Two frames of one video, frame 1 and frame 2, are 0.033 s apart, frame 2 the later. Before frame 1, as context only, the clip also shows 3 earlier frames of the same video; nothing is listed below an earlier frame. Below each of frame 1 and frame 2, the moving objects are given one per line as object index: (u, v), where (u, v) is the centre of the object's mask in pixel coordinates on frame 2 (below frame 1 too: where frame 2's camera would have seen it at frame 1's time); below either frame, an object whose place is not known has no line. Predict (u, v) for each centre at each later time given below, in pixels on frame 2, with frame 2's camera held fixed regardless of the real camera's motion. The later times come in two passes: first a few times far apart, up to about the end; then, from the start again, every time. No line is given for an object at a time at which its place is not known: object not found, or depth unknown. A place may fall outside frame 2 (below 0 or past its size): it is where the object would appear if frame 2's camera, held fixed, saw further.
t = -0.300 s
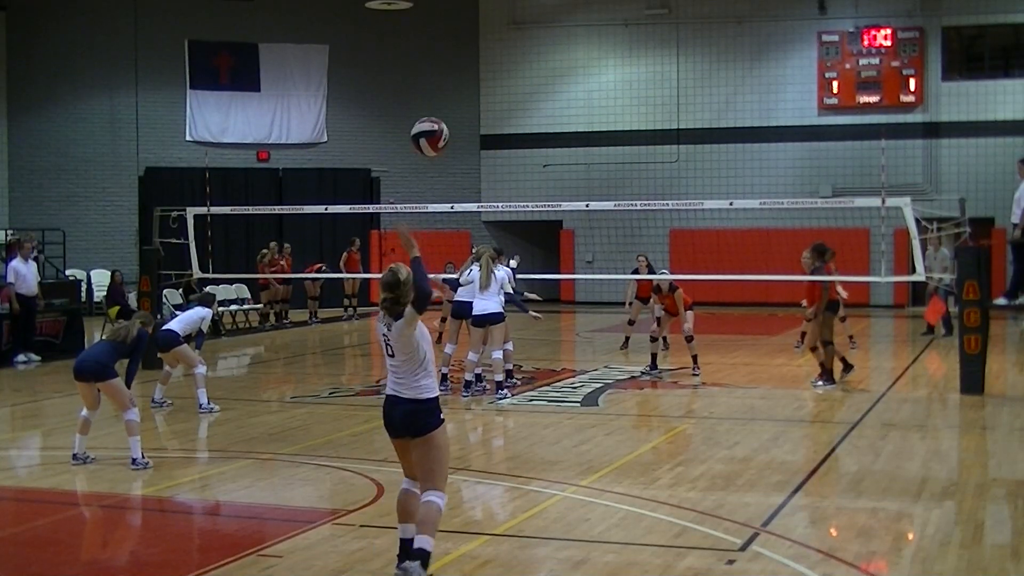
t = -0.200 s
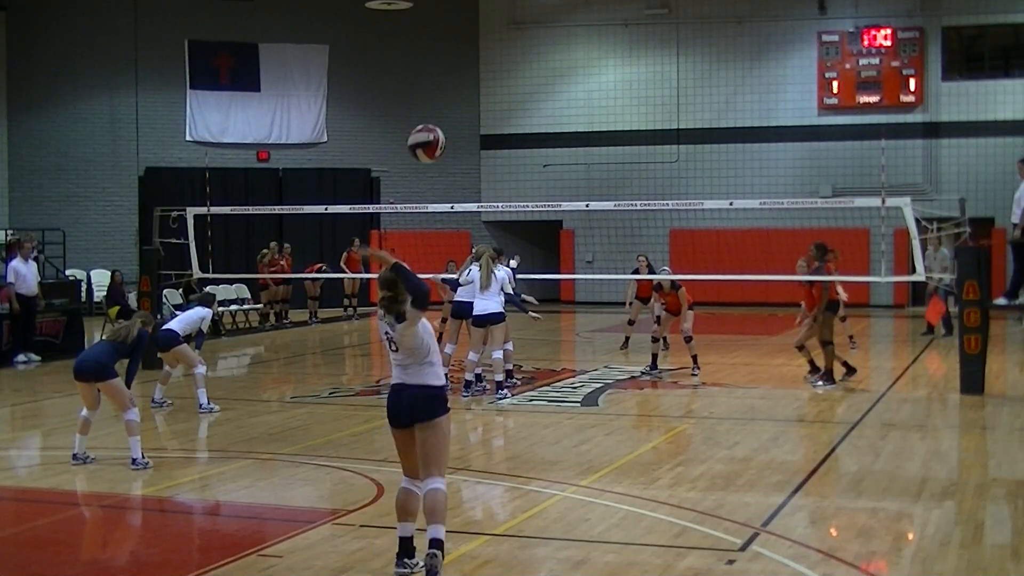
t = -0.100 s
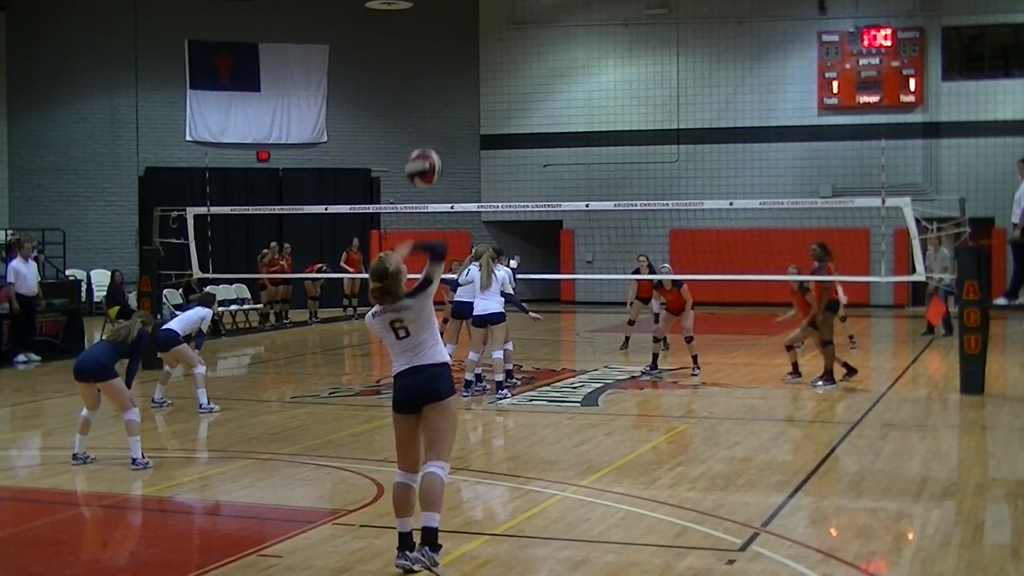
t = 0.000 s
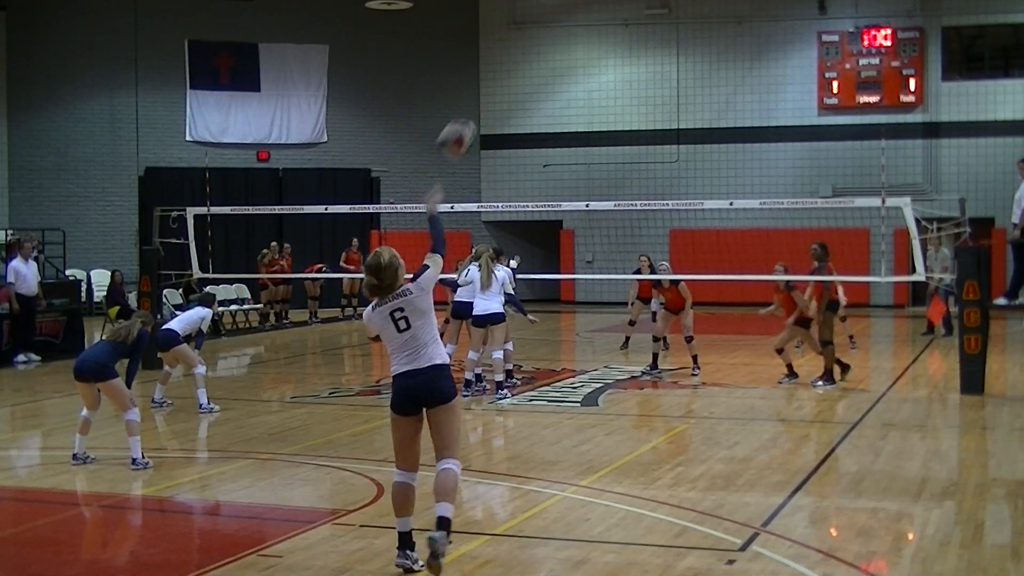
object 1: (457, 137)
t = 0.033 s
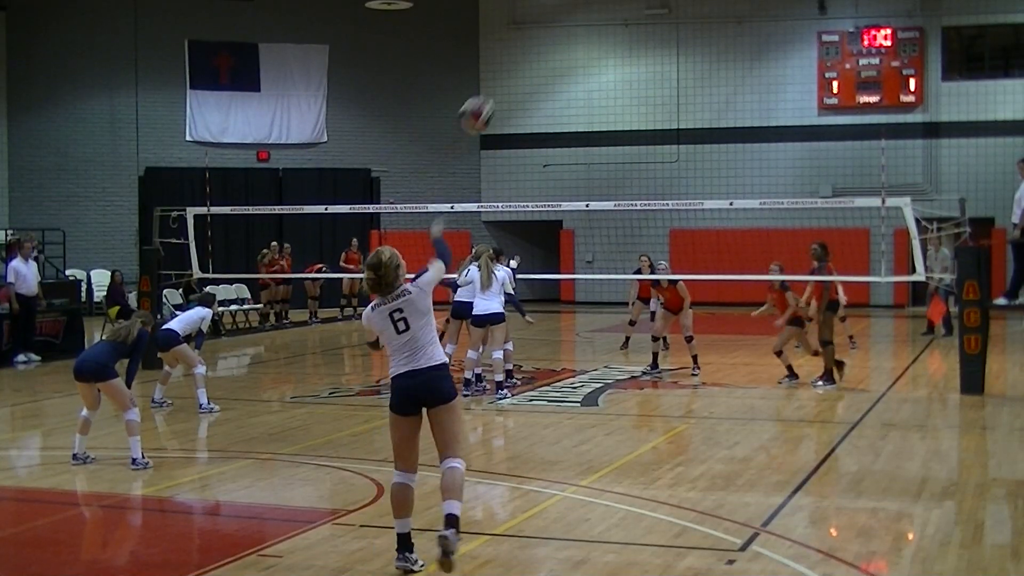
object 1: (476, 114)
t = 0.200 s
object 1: (553, 38)
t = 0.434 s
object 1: (621, 9)
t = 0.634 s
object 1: (662, 23)
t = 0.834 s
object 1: (689, 60)
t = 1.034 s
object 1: (709, 115)
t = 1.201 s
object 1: (722, 169)
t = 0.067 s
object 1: (495, 92)
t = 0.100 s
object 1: (511, 75)
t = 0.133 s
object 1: (527, 59)
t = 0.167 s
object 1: (540, 49)
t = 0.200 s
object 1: (553, 38)
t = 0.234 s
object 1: (566, 30)
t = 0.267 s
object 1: (577, 23)
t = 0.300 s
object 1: (587, 18)
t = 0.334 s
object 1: (597, 15)
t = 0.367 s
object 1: (605, 12)
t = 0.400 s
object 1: (614, 11)
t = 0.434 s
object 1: (621, 9)
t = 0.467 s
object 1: (628, 9)
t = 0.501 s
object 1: (635, 10)
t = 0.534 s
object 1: (643, 13)
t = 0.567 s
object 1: (649, 15)
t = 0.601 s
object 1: (656, 18)
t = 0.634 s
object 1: (662, 23)
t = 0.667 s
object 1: (667, 28)
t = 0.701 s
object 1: (672, 33)
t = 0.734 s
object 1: (677, 40)
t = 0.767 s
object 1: (681, 46)
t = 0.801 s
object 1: (685, 53)
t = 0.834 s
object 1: (689, 60)
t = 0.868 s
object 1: (692, 68)
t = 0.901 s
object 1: (696, 77)
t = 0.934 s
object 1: (699, 85)
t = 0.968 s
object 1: (703, 95)
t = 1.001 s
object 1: (706, 104)
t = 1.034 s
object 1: (709, 115)
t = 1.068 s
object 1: (712, 125)
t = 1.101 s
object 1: (715, 136)
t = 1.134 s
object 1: (718, 145)
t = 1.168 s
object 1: (720, 158)
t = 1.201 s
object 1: (722, 169)
